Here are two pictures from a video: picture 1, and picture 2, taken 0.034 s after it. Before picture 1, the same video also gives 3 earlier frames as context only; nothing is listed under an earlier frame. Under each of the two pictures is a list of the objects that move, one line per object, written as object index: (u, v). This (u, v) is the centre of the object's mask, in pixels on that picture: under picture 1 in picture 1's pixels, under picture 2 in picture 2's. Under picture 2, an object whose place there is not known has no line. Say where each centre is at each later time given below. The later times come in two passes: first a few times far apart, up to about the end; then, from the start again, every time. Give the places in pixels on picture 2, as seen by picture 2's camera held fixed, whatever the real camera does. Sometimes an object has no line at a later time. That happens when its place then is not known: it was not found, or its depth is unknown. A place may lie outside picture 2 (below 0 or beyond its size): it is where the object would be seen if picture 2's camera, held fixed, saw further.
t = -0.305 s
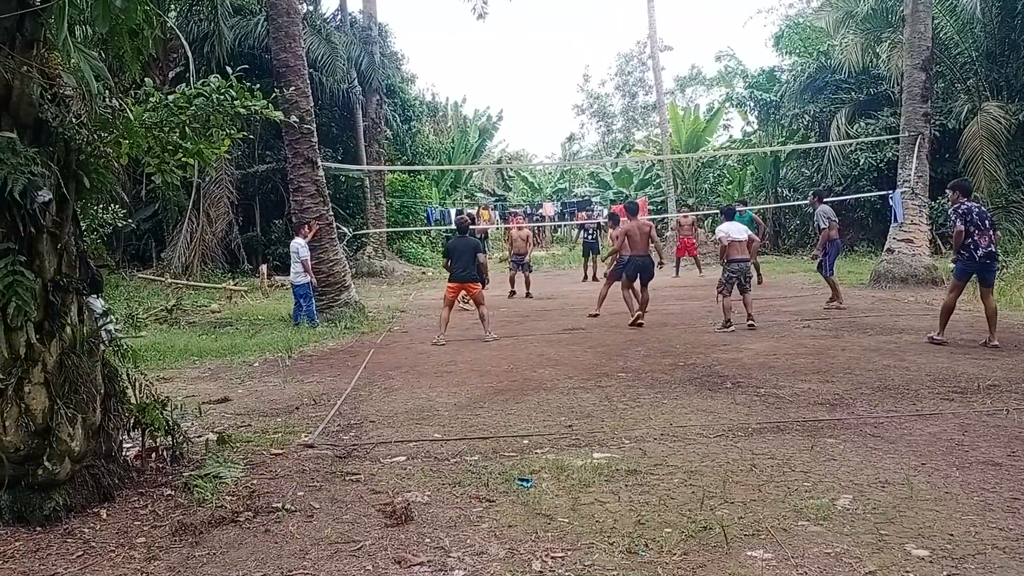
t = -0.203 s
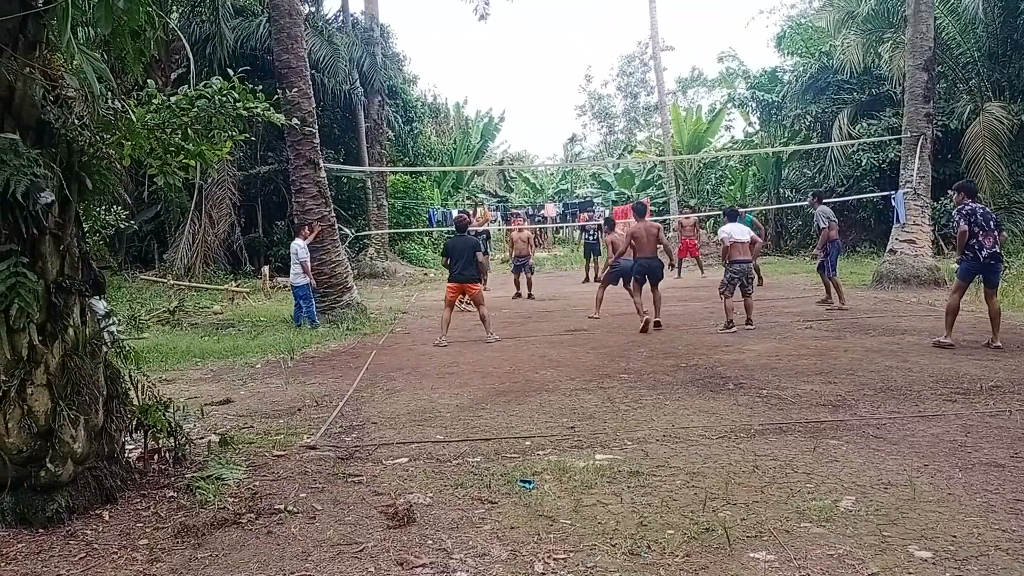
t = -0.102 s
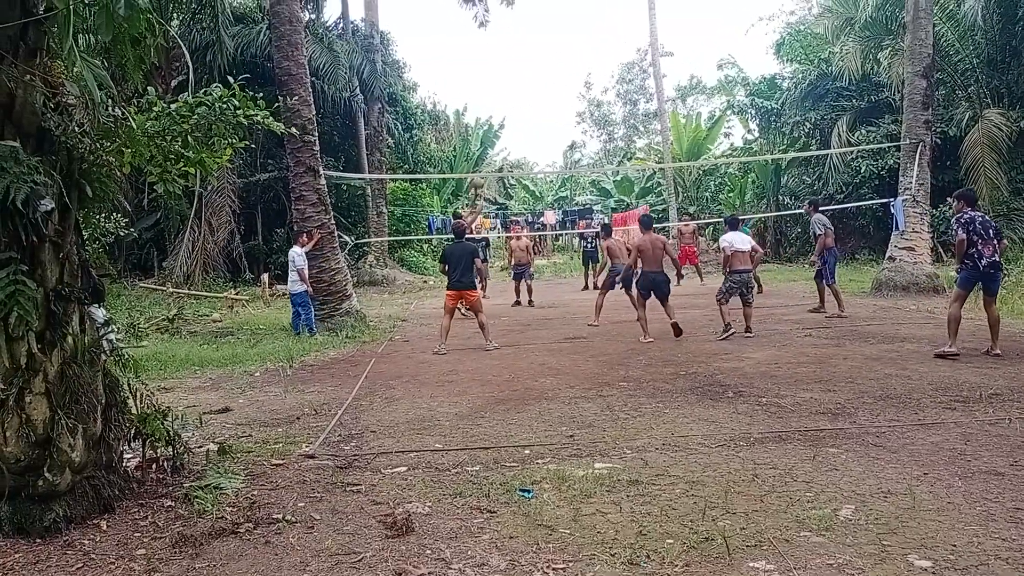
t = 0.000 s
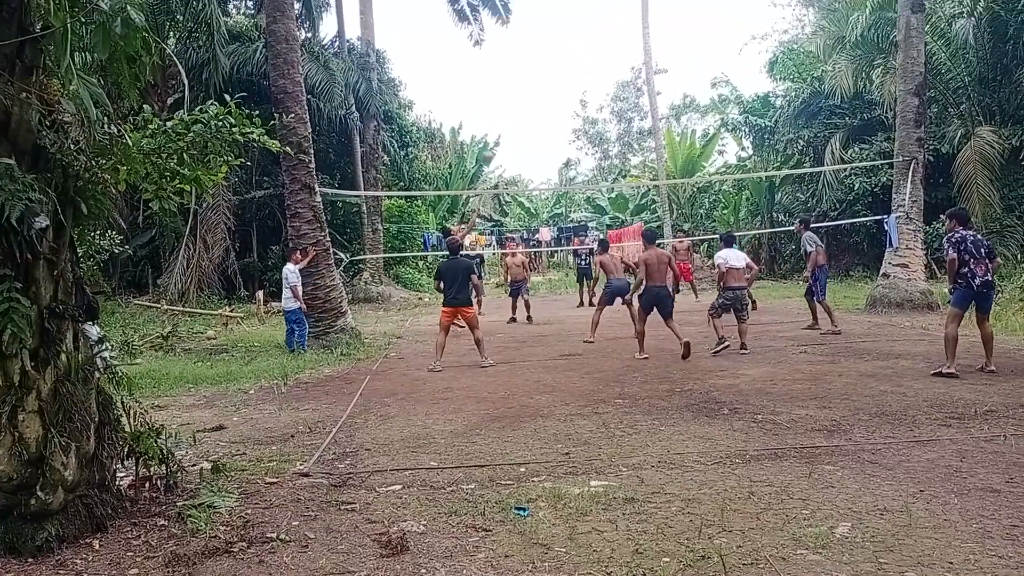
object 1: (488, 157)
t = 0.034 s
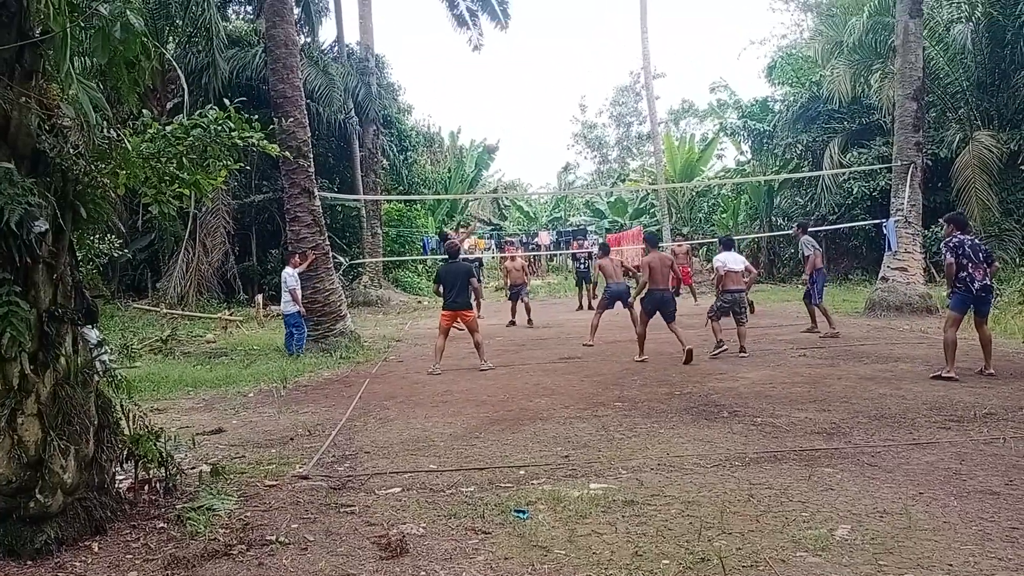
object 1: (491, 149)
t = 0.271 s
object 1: (523, 77)
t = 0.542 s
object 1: (561, 34)
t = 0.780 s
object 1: (596, 32)
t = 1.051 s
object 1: (637, 71)
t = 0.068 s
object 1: (495, 137)
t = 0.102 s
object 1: (500, 125)
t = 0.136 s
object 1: (504, 114)
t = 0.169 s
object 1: (509, 104)
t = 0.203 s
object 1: (514, 94)
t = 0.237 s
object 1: (519, 85)
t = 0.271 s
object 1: (523, 77)
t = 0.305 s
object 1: (528, 69)
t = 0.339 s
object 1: (533, 62)
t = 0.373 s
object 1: (538, 56)
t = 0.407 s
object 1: (542, 50)
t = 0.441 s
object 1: (547, 45)
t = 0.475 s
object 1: (552, 41)
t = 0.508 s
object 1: (557, 37)
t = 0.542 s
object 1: (561, 34)
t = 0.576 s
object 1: (567, 32)
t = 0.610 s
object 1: (571, 30)
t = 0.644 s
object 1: (576, 29)
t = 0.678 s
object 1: (581, 29)
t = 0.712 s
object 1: (586, 29)
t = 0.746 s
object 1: (591, 30)
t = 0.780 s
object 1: (596, 32)
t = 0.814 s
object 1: (601, 34)
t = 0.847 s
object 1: (606, 38)
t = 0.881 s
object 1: (611, 41)
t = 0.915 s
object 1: (617, 46)
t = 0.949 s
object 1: (622, 51)
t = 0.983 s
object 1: (627, 57)
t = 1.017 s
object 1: (632, 64)
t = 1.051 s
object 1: (637, 71)
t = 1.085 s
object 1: (642, 79)
